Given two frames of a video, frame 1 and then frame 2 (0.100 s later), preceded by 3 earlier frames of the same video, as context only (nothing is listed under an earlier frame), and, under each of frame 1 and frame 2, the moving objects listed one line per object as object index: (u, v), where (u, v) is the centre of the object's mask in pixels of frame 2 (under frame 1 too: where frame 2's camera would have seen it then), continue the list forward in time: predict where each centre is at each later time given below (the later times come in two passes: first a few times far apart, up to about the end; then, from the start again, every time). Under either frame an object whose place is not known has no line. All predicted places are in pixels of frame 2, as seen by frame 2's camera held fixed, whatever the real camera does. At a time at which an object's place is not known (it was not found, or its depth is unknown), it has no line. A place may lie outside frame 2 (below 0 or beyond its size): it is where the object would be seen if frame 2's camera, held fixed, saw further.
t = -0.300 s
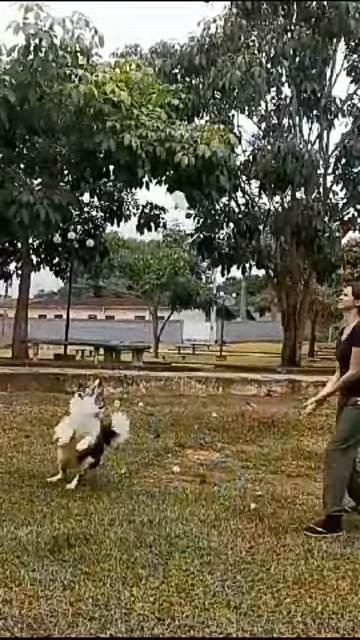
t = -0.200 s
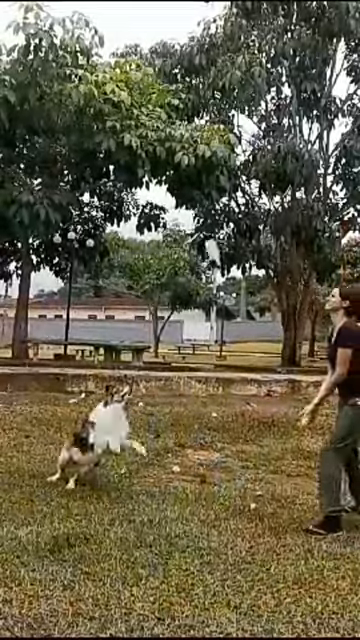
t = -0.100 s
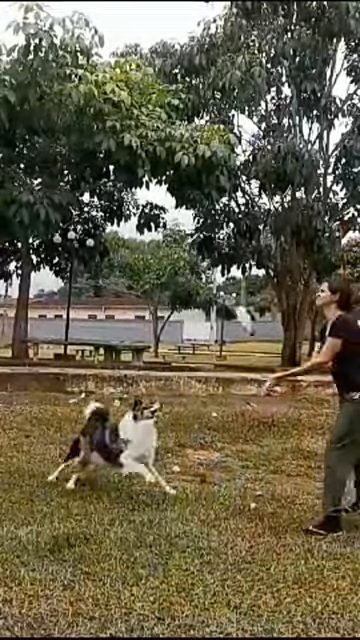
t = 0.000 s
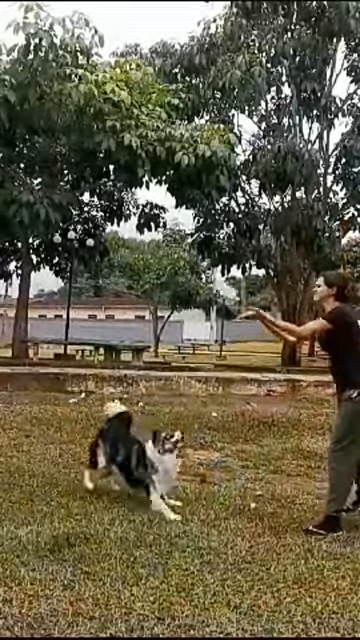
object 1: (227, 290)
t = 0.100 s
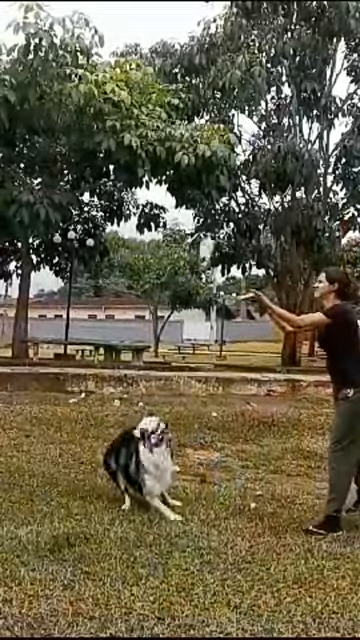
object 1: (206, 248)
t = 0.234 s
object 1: (184, 171)
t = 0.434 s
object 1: (120, 135)
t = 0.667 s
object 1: (43, 152)
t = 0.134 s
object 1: (208, 227)
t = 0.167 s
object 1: (203, 204)
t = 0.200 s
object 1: (194, 185)
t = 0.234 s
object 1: (184, 171)
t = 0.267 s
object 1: (175, 159)
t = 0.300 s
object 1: (164, 151)
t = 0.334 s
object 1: (154, 145)
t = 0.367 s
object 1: (143, 140)
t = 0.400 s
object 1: (132, 137)
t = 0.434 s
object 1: (120, 135)
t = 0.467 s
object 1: (110, 135)
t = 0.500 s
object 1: (99, 135)
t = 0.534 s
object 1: (89, 136)
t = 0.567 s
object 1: (78, 138)
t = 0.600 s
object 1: (67, 141)
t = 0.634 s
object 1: (56, 145)
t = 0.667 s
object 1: (43, 152)
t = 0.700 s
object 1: (31, 160)
